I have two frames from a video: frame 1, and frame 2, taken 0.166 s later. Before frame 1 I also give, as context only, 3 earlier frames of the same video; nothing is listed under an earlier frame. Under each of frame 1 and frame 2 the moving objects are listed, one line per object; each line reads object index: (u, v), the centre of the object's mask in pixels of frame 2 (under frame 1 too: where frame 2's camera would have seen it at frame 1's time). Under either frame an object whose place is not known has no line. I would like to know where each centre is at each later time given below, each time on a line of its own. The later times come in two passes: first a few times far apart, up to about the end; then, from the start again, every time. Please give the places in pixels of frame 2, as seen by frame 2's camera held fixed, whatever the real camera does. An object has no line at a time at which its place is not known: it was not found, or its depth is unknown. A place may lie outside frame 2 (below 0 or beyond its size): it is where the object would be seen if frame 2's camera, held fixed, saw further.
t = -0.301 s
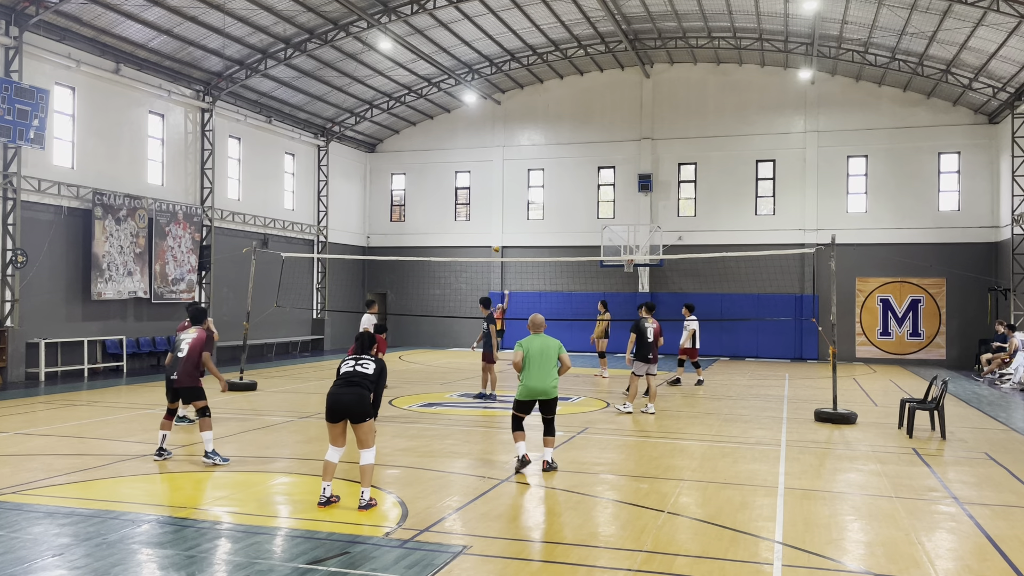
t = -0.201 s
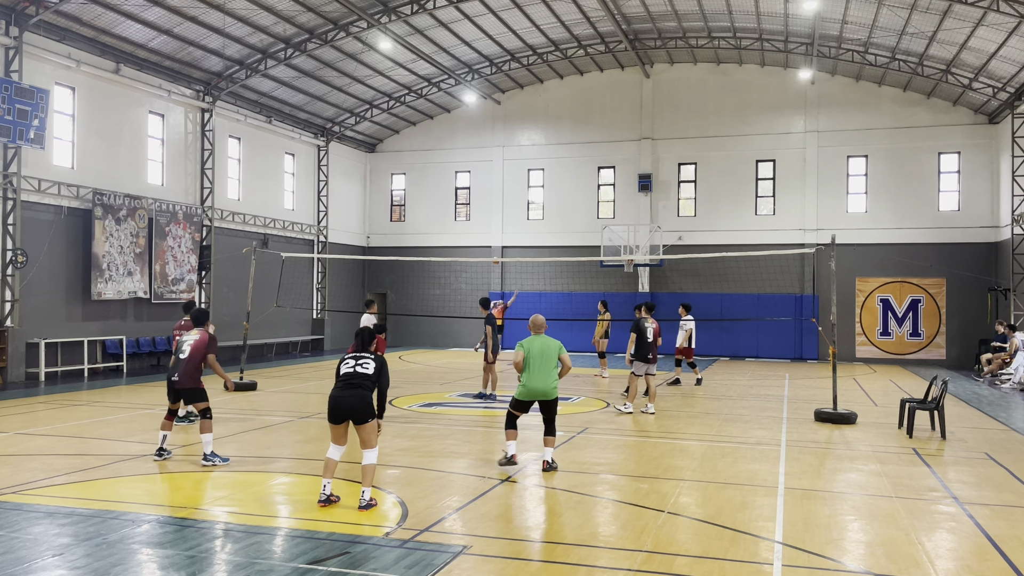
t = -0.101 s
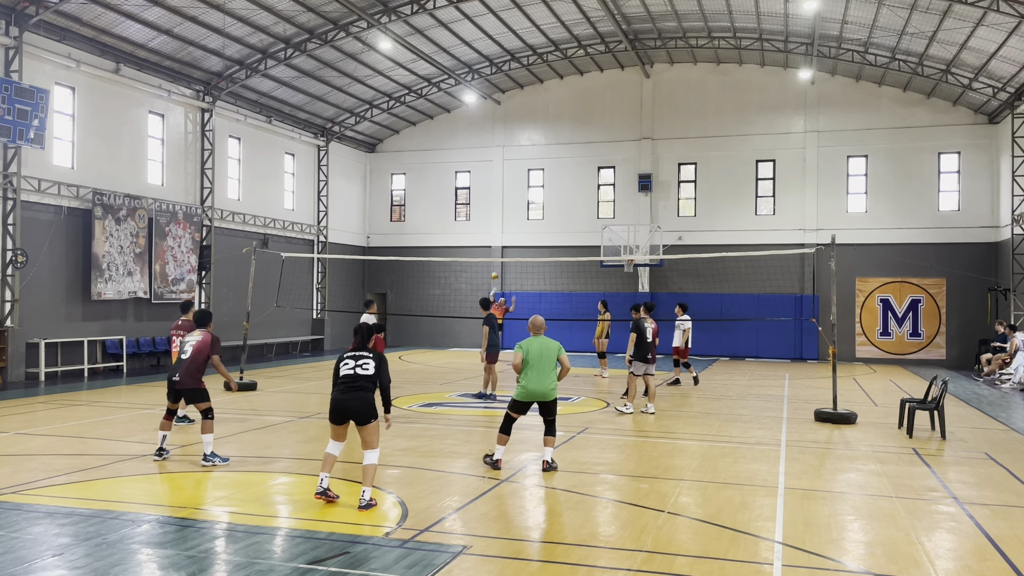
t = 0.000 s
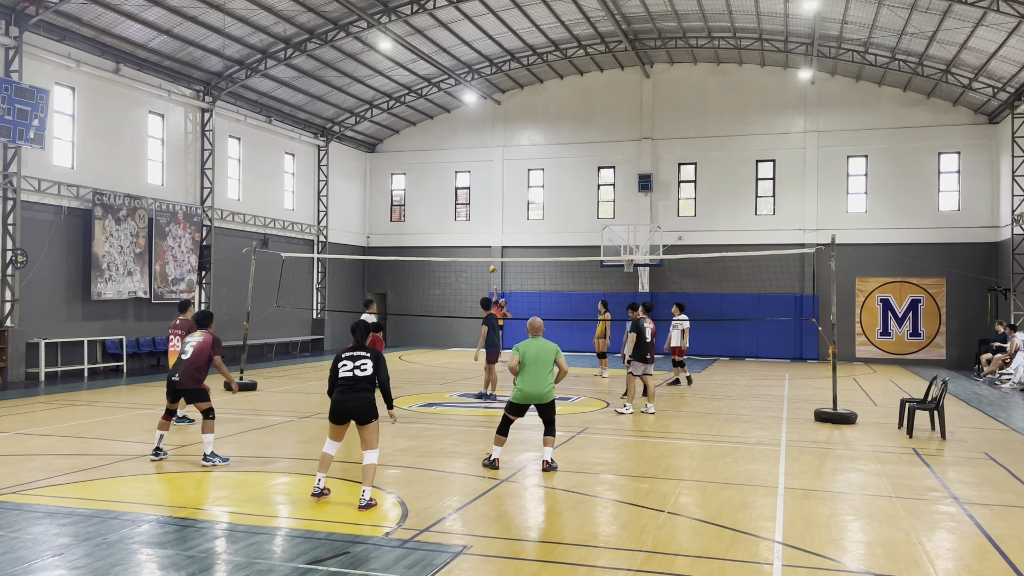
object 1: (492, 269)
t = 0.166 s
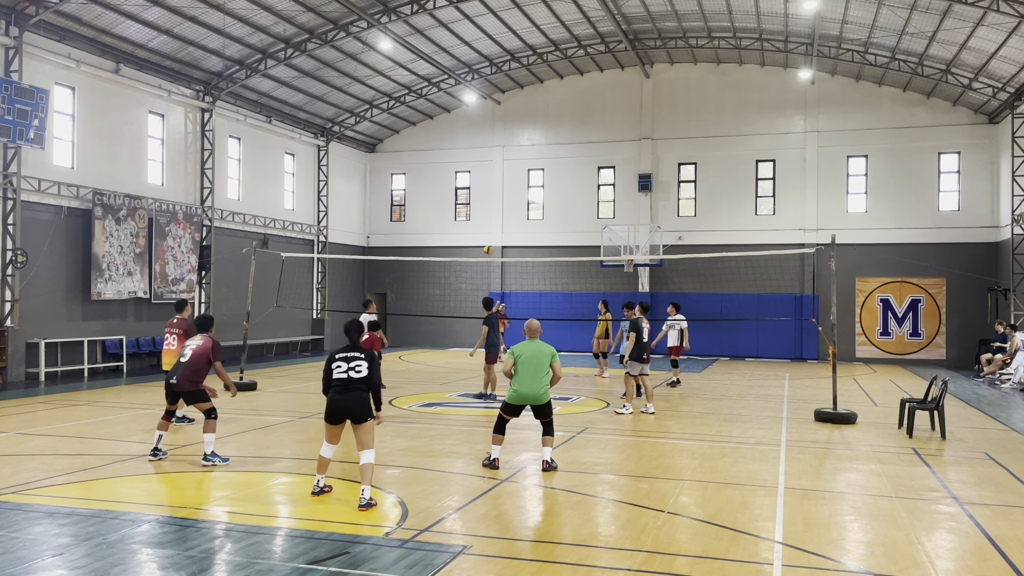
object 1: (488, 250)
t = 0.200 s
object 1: (487, 247)
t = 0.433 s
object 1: (477, 236)
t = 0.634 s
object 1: (463, 244)
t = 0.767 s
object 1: (451, 261)
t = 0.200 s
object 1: (487, 247)
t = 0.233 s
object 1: (486, 244)
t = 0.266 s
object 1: (484, 242)
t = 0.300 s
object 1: (483, 240)
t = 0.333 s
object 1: (482, 239)
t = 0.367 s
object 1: (480, 237)
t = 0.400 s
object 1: (479, 237)
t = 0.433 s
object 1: (477, 236)
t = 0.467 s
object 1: (475, 236)
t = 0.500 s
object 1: (473, 237)
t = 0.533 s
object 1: (471, 238)
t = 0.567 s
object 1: (469, 240)
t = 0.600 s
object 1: (466, 242)
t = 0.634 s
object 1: (463, 244)
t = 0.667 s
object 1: (460, 248)
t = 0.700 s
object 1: (457, 251)
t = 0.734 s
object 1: (454, 254)
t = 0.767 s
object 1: (451, 261)
